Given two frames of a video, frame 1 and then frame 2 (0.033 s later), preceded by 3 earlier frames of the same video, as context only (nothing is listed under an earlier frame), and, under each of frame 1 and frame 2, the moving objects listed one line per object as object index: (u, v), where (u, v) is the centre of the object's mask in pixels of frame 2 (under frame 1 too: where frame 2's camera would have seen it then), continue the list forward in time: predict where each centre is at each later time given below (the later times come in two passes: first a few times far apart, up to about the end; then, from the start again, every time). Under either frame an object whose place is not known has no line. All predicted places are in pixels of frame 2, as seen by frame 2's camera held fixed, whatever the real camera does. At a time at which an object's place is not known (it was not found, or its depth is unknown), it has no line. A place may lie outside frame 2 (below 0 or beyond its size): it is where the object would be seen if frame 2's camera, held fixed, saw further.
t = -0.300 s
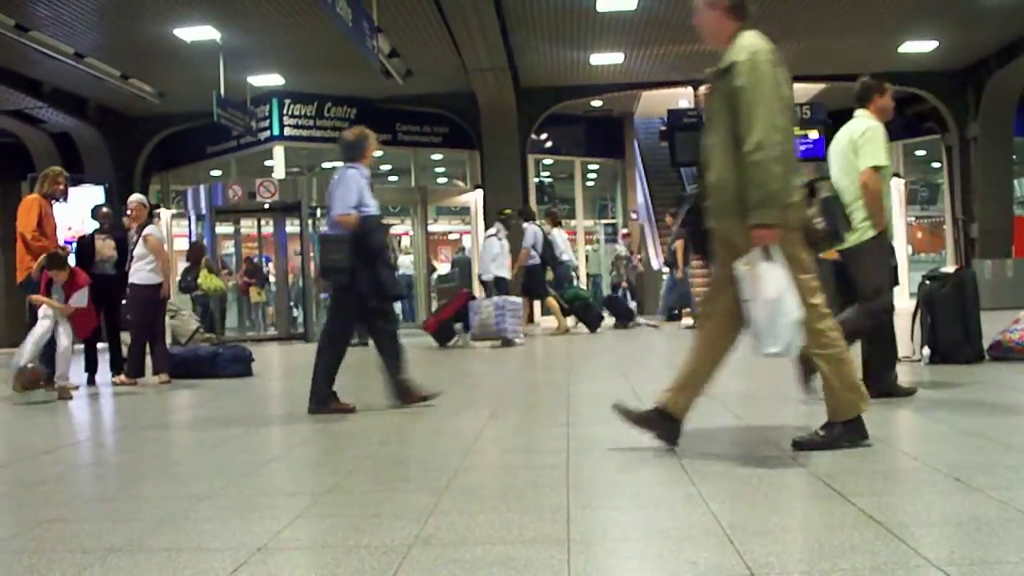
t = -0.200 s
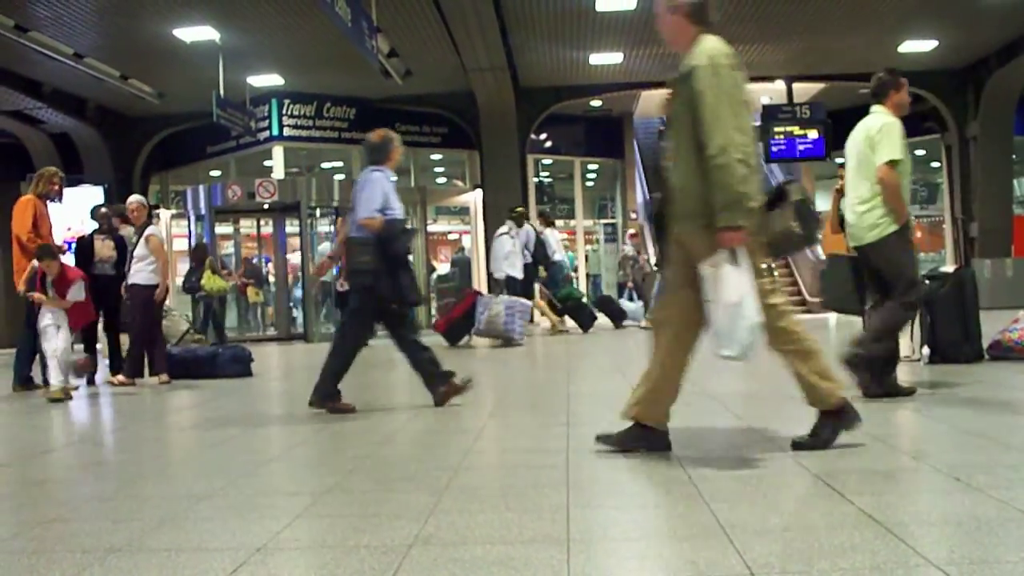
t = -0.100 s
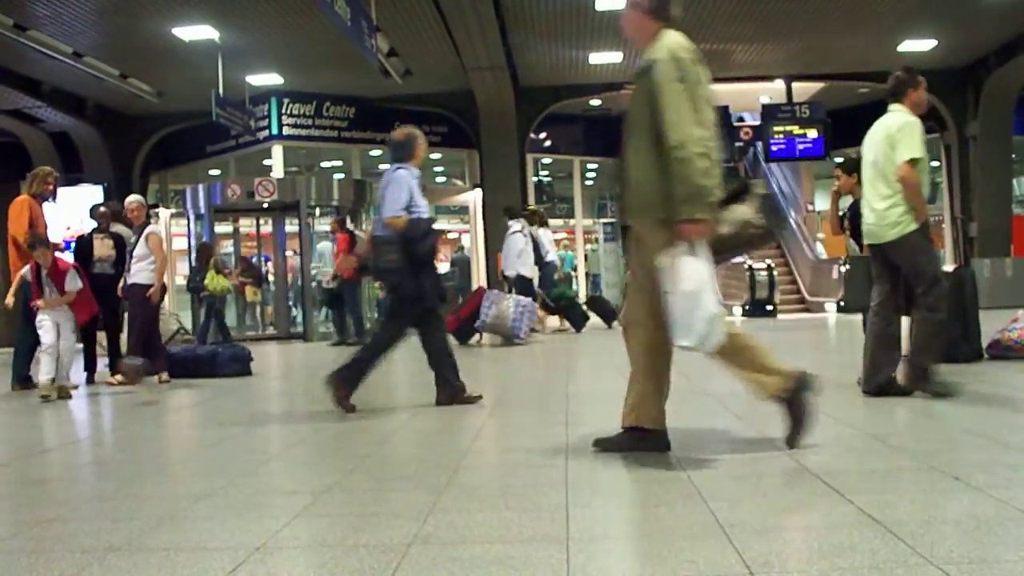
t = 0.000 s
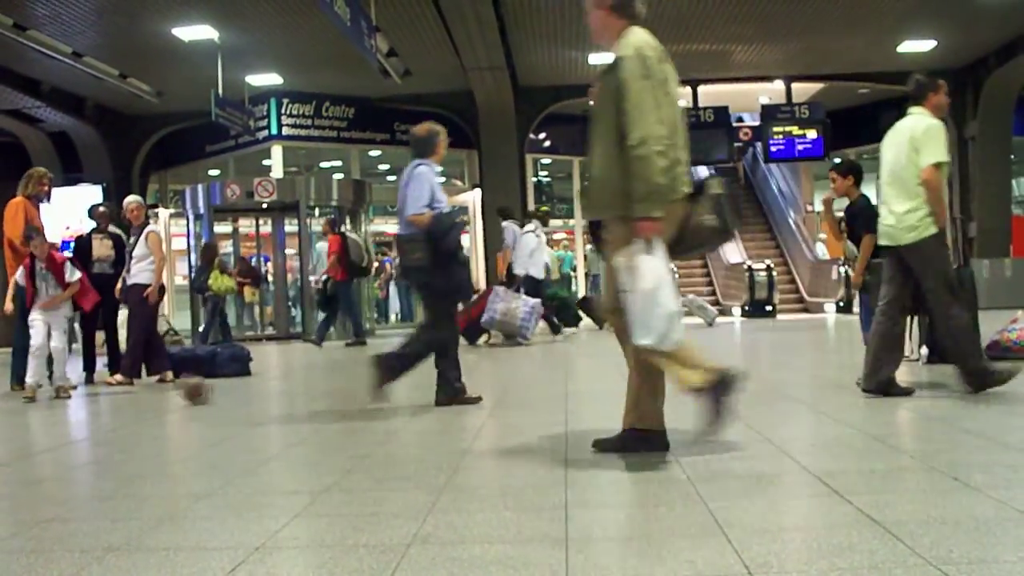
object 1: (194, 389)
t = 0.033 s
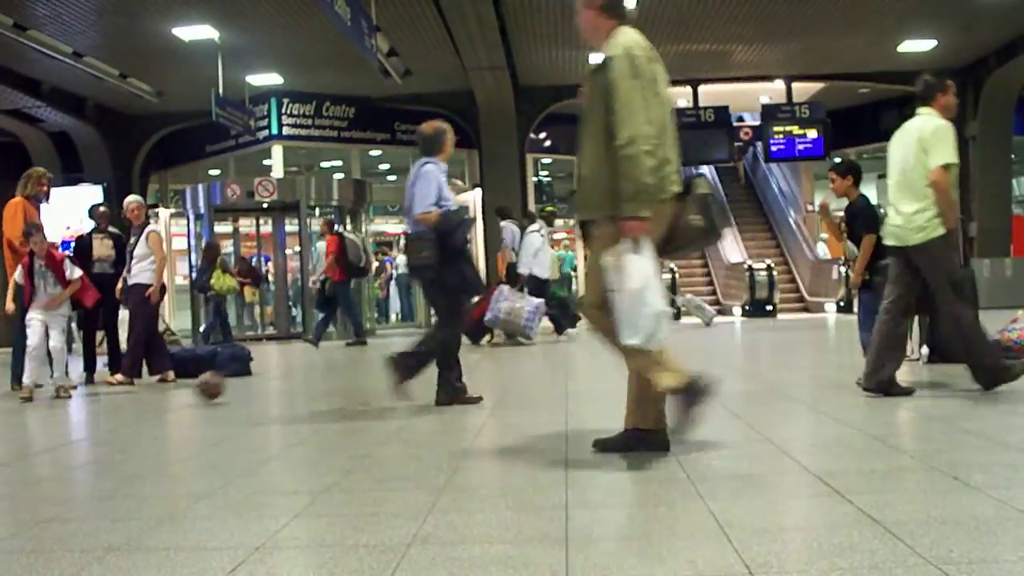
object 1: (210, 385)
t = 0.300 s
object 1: (318, 389)
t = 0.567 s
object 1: (392, 387)
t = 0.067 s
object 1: (221, 380)
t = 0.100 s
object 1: (234, 376)
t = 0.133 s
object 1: (247, 374)
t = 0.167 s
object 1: (261, 374)
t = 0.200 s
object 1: (275, 375)
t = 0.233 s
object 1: (290, 378)
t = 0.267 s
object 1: (304, 383)
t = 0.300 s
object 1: (318, 389)
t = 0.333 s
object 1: (328, 387)
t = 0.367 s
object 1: (337, 384)
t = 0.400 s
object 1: (346, 381)
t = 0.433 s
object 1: (356, 383)
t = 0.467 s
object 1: (365, 385)
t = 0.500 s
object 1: (374, 388)
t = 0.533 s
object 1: (382, 391)
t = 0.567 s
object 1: (392, 387)
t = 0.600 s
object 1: (401, 385)
